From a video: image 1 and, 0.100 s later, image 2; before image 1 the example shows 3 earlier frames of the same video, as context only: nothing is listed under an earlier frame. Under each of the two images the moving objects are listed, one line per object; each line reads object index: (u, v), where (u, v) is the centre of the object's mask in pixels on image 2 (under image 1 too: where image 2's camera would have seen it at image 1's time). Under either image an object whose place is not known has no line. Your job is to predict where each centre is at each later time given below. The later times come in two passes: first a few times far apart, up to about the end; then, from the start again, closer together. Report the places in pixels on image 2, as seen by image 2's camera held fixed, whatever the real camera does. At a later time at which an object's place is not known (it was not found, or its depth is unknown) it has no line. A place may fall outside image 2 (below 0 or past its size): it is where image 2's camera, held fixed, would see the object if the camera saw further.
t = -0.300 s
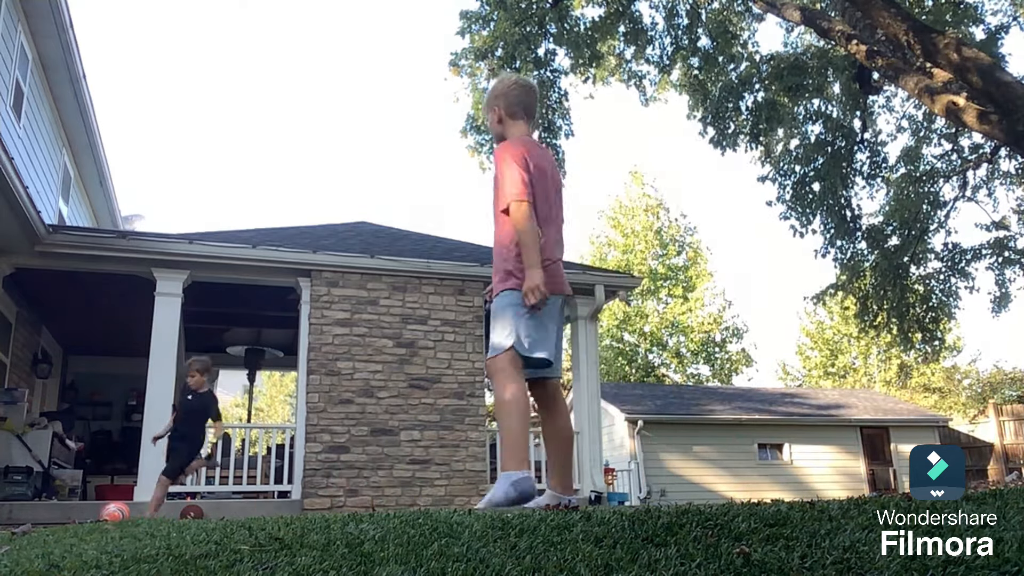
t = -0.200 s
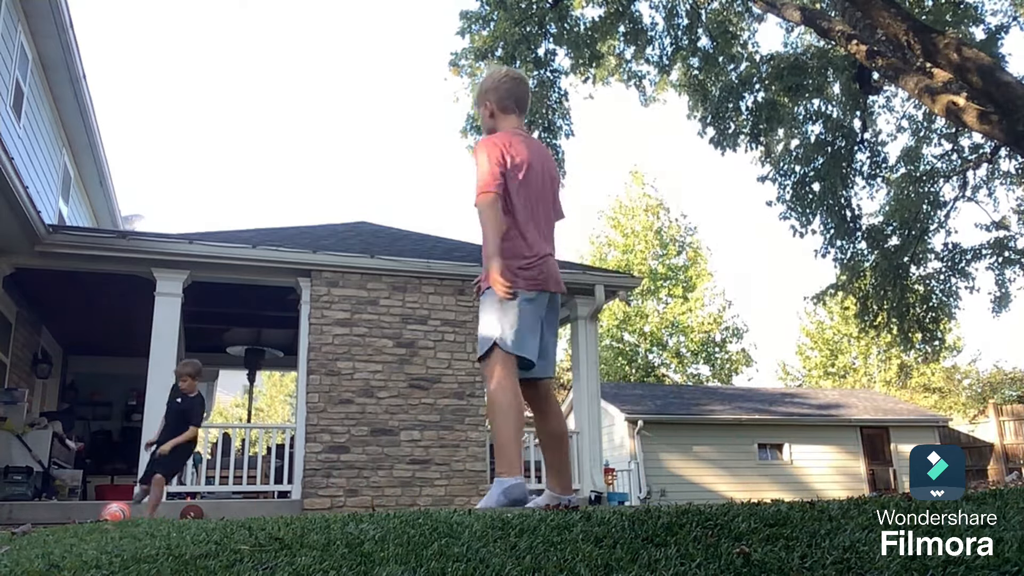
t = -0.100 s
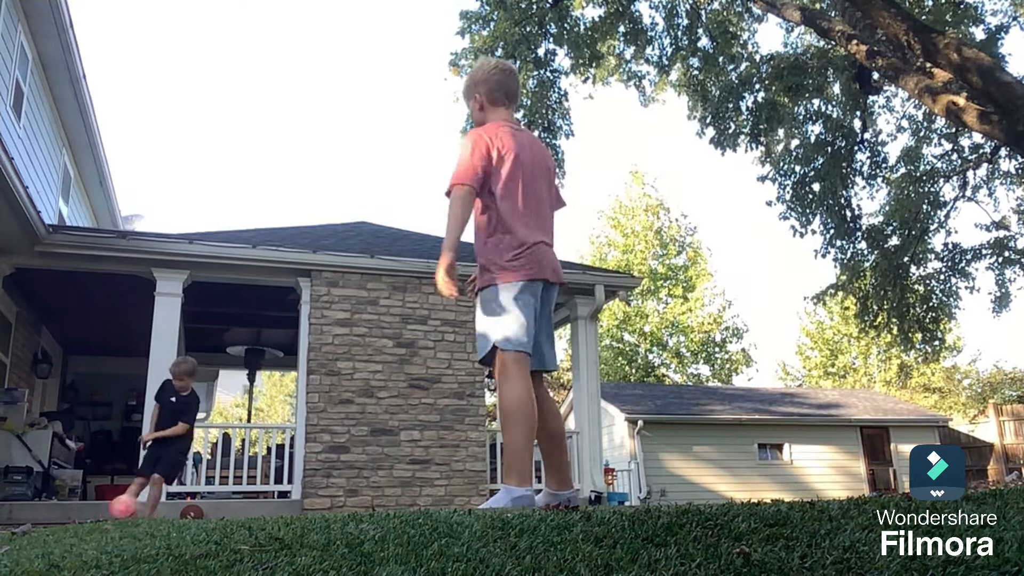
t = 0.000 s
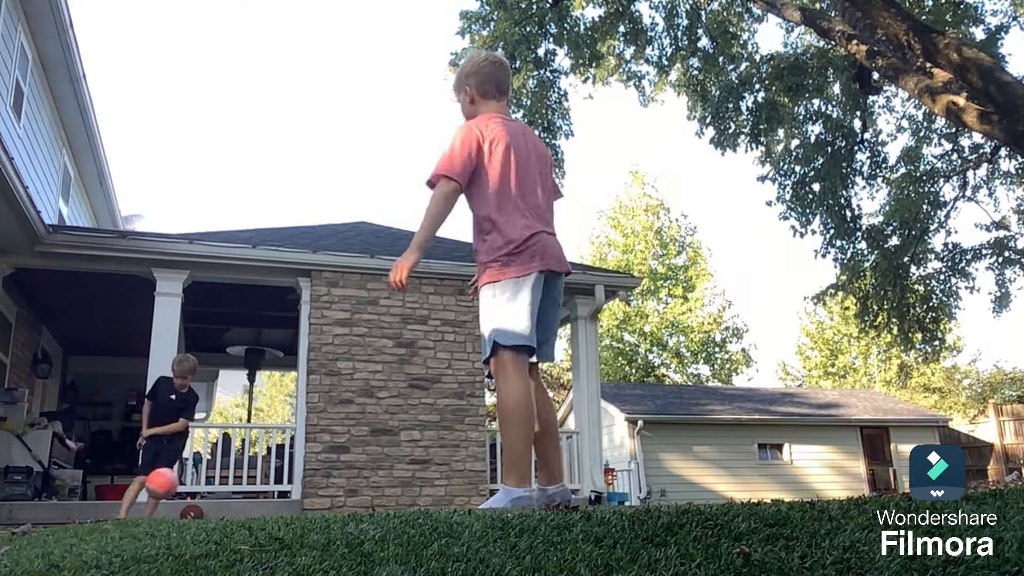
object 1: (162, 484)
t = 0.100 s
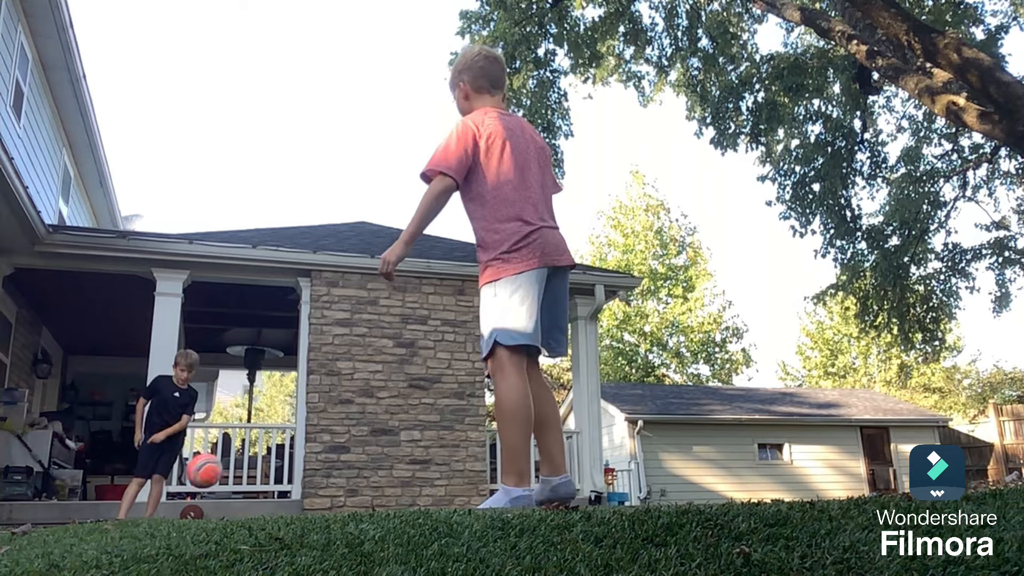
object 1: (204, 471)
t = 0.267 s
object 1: (292, 487)
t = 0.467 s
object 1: (412, 451)
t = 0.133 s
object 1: (220, 470)
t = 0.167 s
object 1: (237, 470)
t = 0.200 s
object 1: (253, 473)
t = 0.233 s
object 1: (272, 479)
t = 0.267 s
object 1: (292, 487)
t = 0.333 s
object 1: (333, 493)
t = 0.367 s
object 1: (351, 481)
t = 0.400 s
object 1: (370, 469)
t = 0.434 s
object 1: (391, 459)
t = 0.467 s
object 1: (412, 451)
